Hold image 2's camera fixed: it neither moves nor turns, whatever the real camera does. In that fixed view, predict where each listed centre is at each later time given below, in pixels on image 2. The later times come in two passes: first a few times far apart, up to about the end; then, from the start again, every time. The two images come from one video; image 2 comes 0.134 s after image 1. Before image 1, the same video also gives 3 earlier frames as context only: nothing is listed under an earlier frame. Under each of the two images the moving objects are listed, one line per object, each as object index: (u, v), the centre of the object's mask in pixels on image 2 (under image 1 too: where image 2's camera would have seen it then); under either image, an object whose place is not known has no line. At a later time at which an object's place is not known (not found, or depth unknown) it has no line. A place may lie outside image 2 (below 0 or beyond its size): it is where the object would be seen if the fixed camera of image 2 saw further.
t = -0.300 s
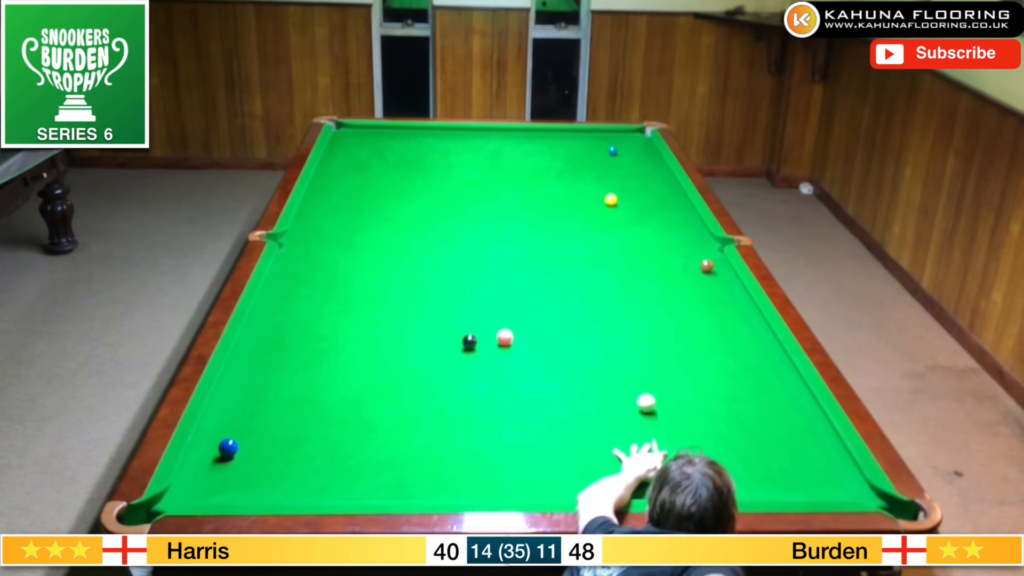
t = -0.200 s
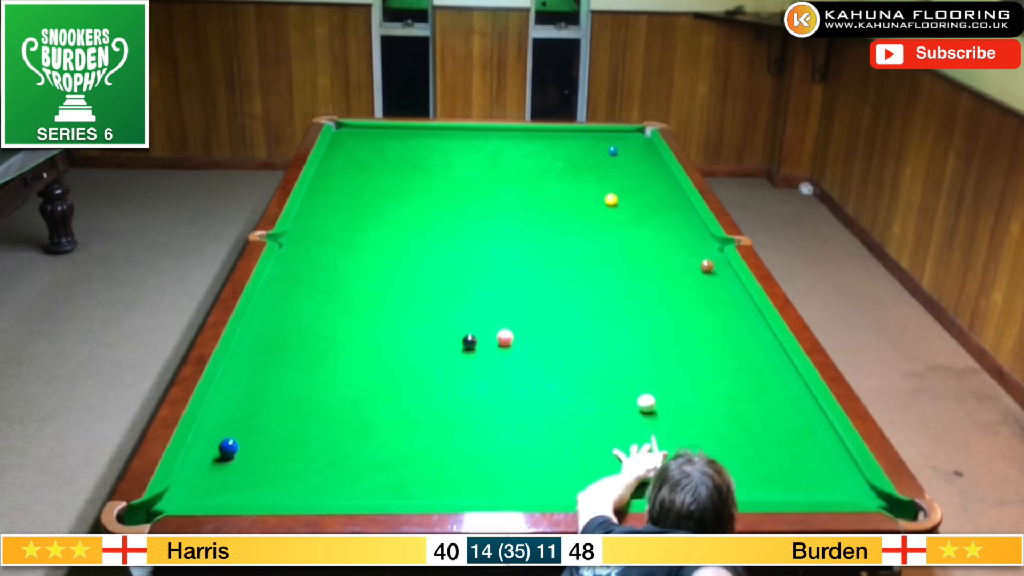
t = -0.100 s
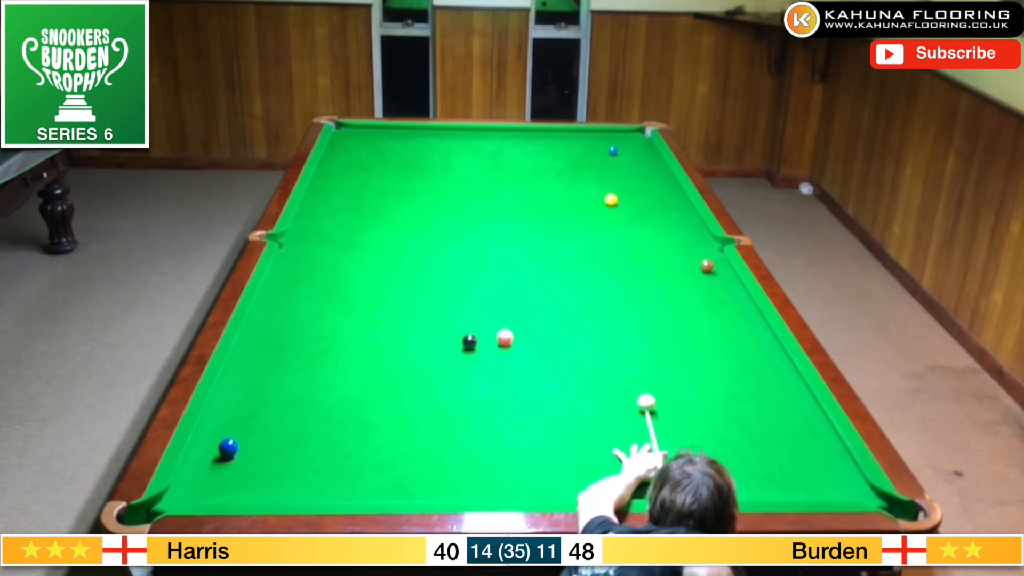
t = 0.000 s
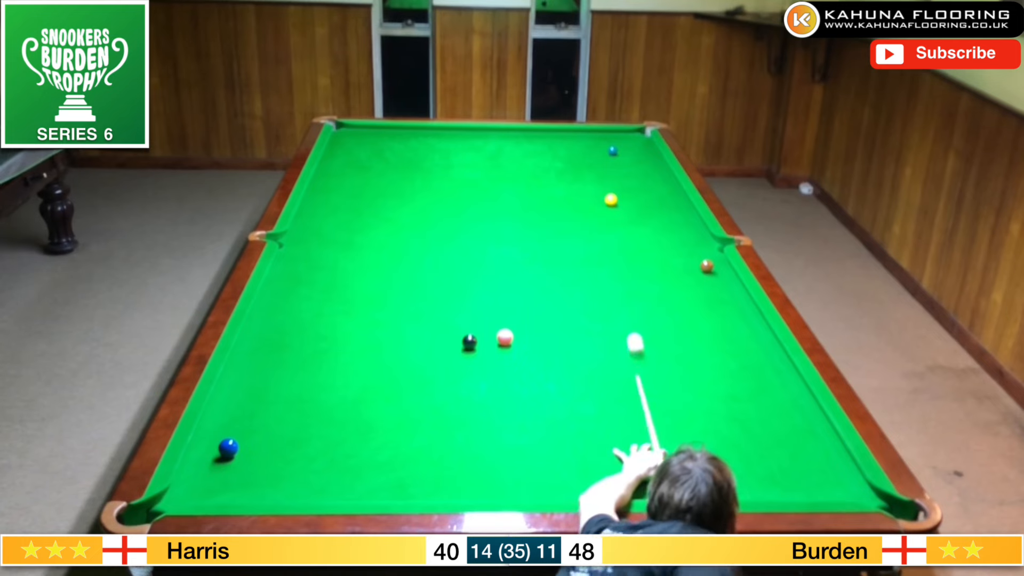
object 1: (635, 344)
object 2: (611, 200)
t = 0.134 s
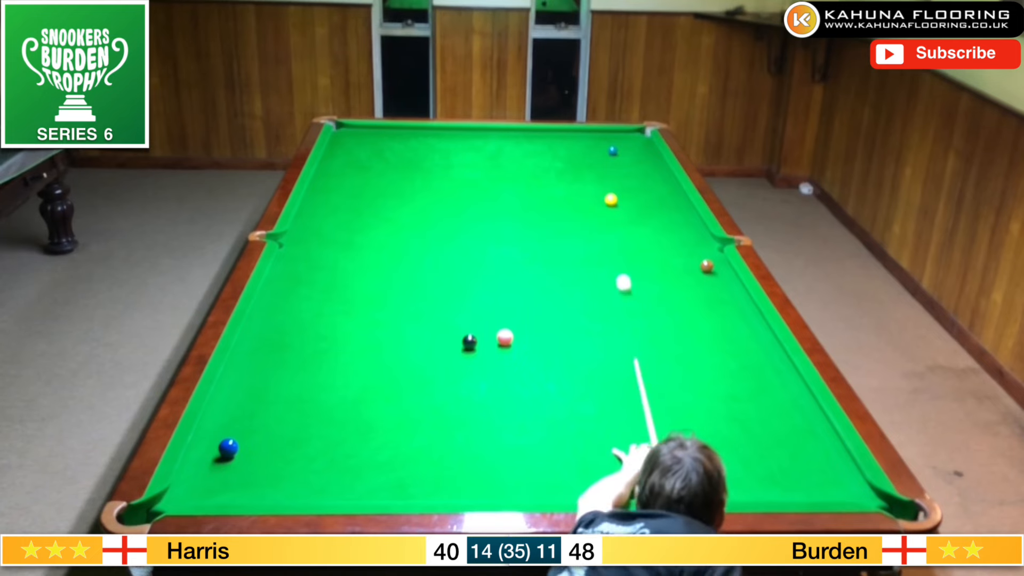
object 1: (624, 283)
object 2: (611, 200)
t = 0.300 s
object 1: (614, 230)
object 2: (611, 200)
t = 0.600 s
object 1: (590, 199)
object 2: (624, 173)
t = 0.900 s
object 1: (564, 194)
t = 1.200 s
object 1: (540, 189)
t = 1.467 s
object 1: (522, 184)
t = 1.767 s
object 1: (503, 180)
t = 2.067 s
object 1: (486, 177)
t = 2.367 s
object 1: (472, 174)
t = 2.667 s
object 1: (460, 171)
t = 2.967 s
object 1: (449, 169)
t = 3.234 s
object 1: (442, 168)
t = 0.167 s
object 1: (621, 271)
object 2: (611, 200)
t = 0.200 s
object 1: (619, 260)
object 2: (611, 200)
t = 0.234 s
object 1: (617, 249)
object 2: (611, 200)
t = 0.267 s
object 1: (616, 239)
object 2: (611, 200)
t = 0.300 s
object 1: (614, 230)
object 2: (611, 200)
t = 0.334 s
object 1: (613, 222)
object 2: (611, 200)
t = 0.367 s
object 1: (611, 214)
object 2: (611, 200)
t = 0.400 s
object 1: (610, 208)
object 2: (611, 198)
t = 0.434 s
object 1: (607, 203)
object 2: (613, 196)
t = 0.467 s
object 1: (603, 202)
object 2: (615, 192)
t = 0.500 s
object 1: (600, 202)
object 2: (618, 187)
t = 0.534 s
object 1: (597, 201)
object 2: (620, 182)
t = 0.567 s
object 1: (593, 200)
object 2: (622, 177)
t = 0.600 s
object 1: (590, 199)
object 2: (624, 173)
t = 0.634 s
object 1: (587, 199)
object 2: (626, 169)
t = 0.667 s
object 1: (584, 198)
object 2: (628, 165)
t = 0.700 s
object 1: (581, 198)
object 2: (630, 162)
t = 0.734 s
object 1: (578, 197)
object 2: (632, 158)
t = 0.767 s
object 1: (575, 196)
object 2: (634, 155)
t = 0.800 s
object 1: (573, 196)
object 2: (635, 152)
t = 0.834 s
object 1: (570, 195)
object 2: (637, 149)
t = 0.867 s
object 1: (567, 194)
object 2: (638, 146)
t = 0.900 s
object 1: (564, 194)
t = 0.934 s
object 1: (561, 193)
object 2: (641, 141)
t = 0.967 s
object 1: (559, 193)
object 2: (642, 138)
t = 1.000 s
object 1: (556, 192)
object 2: (644, 135)
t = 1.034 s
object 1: (553, 191)
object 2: (644, 133)
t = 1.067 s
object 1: (551, 191)
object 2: (643, 130)
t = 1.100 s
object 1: (548, 190)
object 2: (646, 131)
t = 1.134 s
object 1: (546, 190)
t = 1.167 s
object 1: (543, 189)
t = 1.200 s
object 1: (540, 189)
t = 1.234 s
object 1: (538, 188)
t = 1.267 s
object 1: (536, 188)
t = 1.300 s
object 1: (533, 187)
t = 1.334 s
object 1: (531, 186)
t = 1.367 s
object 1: (529, 186)
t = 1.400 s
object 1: (526, 185)
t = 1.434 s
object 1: (524, 185)
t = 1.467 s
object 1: (522, 184)
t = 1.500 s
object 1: (520, 184)
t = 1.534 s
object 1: (517, 183)
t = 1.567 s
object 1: (515, 183)
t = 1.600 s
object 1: (513, 183)
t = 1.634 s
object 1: (511, 182)
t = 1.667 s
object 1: (509, 182)
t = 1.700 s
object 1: (507, 181)
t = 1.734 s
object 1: (505, 181)
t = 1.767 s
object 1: (503, 180)
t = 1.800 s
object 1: (501, 180)
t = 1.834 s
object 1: (499, 180)
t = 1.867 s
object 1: (497, 179)
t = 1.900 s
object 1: (495, 179)
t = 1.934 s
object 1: (493, 178)
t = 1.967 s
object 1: (491, 178)
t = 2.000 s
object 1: (490, 177)
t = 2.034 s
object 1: (488, 177)
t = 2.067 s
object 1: (486, 177)
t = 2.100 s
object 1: (484, 176)
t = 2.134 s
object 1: (483, 176)
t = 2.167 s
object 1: (481, 176)
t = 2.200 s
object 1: (479, 176)
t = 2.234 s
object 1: (478, 175)
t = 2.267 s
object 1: (476, 175)
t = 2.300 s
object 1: (475, 175)
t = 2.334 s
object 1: (473, 174)
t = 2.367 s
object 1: (472, 174)
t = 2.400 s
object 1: (470, 174)
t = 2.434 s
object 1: (469, 173)
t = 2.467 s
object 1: (467, 173)
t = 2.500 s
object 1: (466, 173)
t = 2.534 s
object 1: (465, 173)
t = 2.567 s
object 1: (463, 172)
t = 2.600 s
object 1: (462, 172)
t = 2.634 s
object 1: (461, 172)
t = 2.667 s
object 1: (460, 171)
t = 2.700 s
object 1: (458, 171)
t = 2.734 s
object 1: (457, 171)
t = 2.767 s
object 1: (456, 171)
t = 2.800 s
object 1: (455, 171)
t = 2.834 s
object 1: (454, 170)
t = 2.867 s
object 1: (453, 170)
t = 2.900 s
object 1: (451, 170)
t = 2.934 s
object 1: (450, 170)
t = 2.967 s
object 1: (449, 169)
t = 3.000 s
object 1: (448, 169)
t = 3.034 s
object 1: (447, 169)
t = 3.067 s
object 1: (446, 169)
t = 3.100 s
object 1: (445, 169)
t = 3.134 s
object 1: (444, 169)
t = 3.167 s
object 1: (444, 168)
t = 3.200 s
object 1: (443, 168)
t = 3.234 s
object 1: (442, 168)
